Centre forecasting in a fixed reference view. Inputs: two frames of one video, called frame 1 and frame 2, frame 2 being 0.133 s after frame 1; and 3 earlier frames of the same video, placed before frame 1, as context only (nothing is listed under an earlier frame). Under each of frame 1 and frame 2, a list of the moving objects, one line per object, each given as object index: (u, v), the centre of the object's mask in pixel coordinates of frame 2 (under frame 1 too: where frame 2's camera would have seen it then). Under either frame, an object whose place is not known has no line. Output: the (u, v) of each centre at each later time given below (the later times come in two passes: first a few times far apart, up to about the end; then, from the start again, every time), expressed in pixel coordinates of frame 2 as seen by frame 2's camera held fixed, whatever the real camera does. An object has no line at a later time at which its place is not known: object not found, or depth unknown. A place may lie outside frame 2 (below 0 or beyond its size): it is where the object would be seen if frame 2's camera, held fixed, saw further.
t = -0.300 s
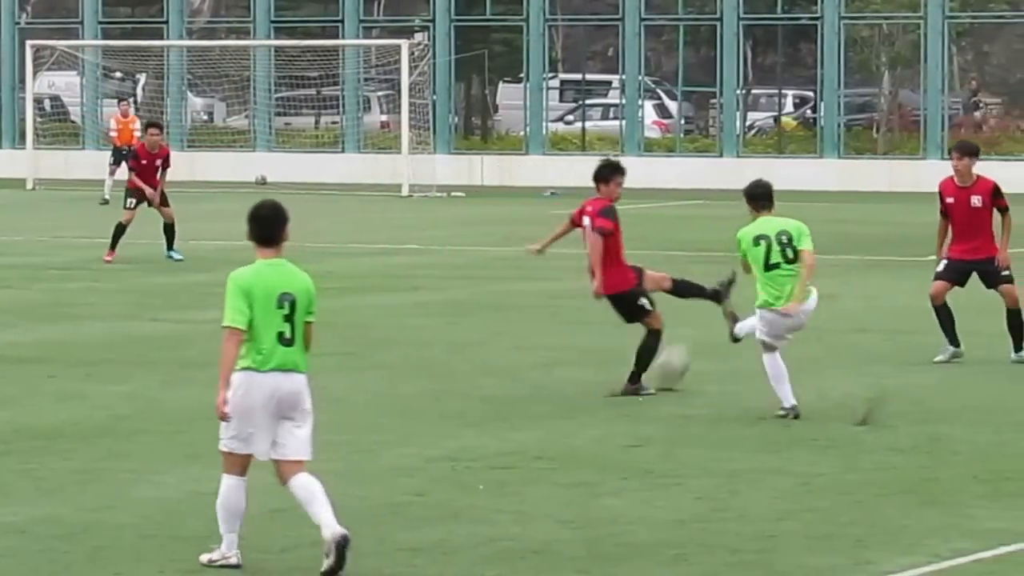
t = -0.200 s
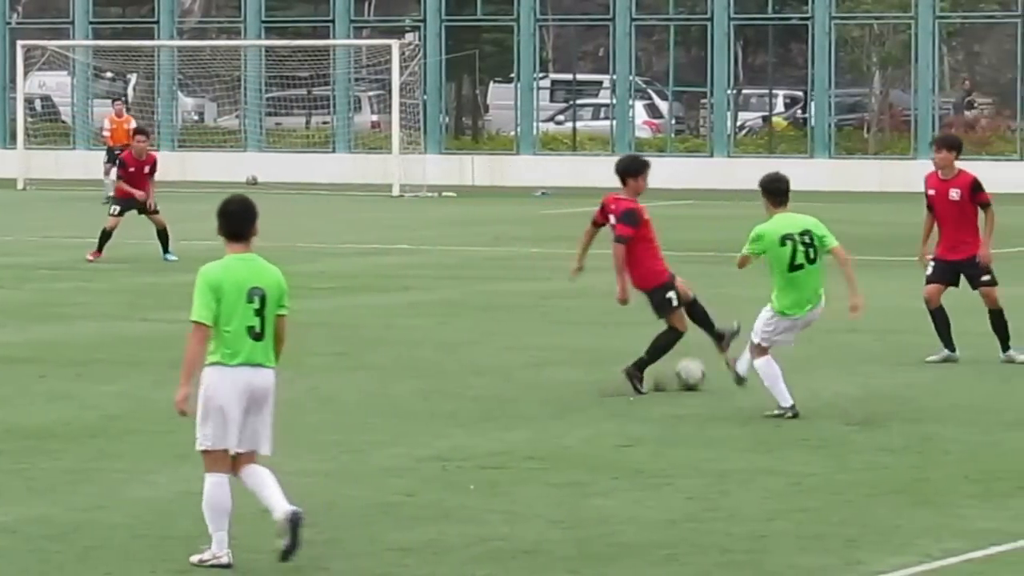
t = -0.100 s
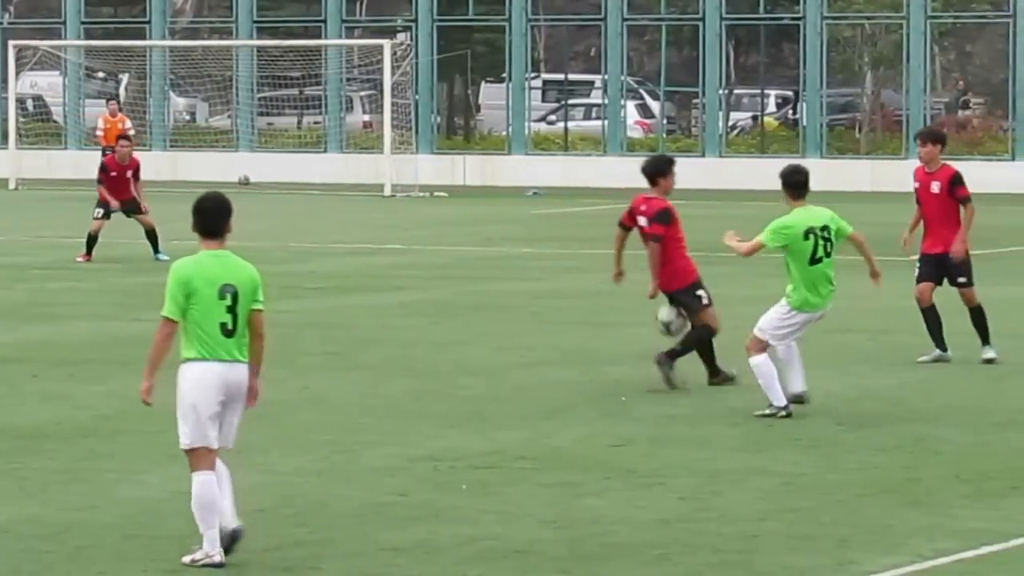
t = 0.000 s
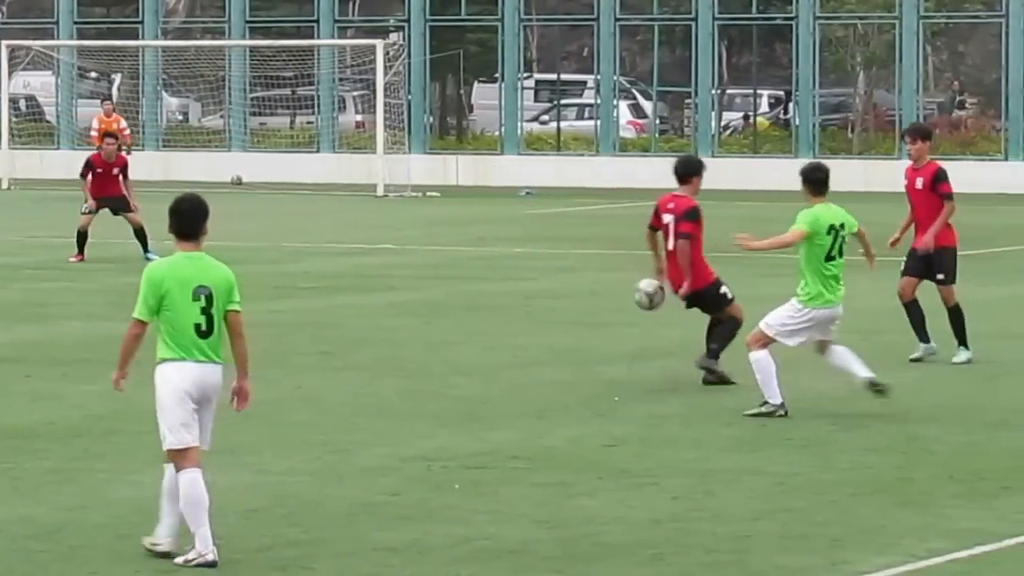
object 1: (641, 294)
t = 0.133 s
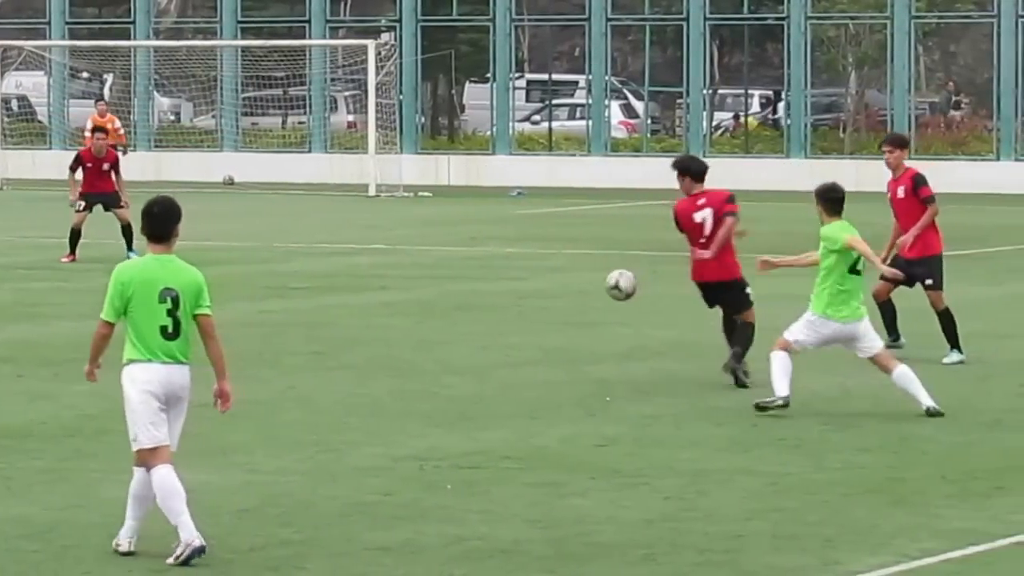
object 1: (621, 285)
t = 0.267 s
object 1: (602, 299)
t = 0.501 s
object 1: (574, 351)
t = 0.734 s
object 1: (575, 317)
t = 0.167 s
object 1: (616, 286)
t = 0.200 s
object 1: (612, 289)
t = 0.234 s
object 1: (607, 293)
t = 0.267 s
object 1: (602, 299)
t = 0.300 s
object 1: (597, 307)
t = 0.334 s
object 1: (592, 316)
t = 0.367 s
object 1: (586, 326)
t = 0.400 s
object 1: (583, 338)
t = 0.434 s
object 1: (577, 351)
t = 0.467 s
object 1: (573, 361)
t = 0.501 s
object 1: (574, 351)
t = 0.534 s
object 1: (574, 341)
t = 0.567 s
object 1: (574, 333)
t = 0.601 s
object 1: (574, 327)
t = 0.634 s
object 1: (575, 322)
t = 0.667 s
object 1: (575, 319)
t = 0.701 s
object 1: (575, 317)
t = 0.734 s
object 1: (575, 317)
